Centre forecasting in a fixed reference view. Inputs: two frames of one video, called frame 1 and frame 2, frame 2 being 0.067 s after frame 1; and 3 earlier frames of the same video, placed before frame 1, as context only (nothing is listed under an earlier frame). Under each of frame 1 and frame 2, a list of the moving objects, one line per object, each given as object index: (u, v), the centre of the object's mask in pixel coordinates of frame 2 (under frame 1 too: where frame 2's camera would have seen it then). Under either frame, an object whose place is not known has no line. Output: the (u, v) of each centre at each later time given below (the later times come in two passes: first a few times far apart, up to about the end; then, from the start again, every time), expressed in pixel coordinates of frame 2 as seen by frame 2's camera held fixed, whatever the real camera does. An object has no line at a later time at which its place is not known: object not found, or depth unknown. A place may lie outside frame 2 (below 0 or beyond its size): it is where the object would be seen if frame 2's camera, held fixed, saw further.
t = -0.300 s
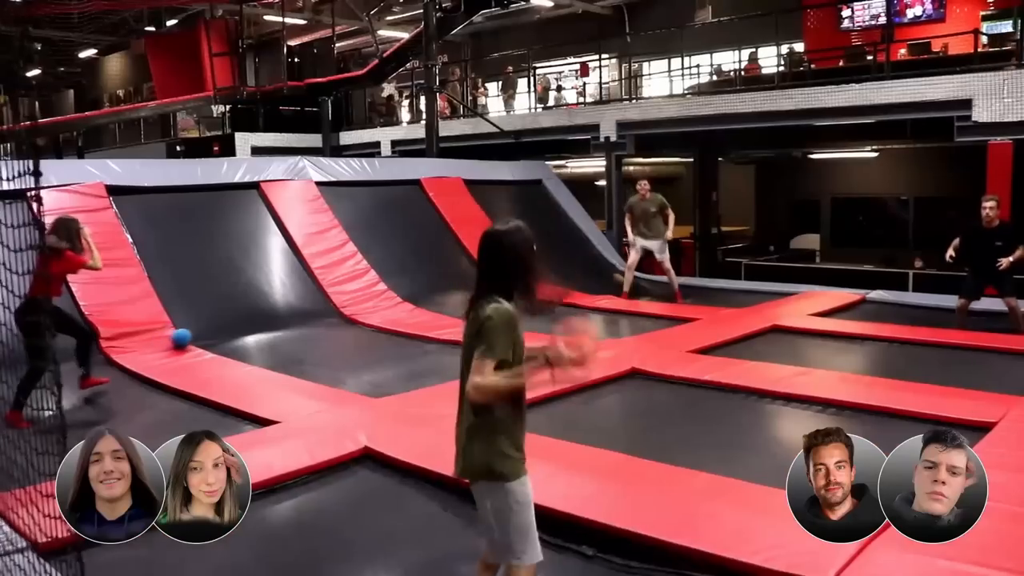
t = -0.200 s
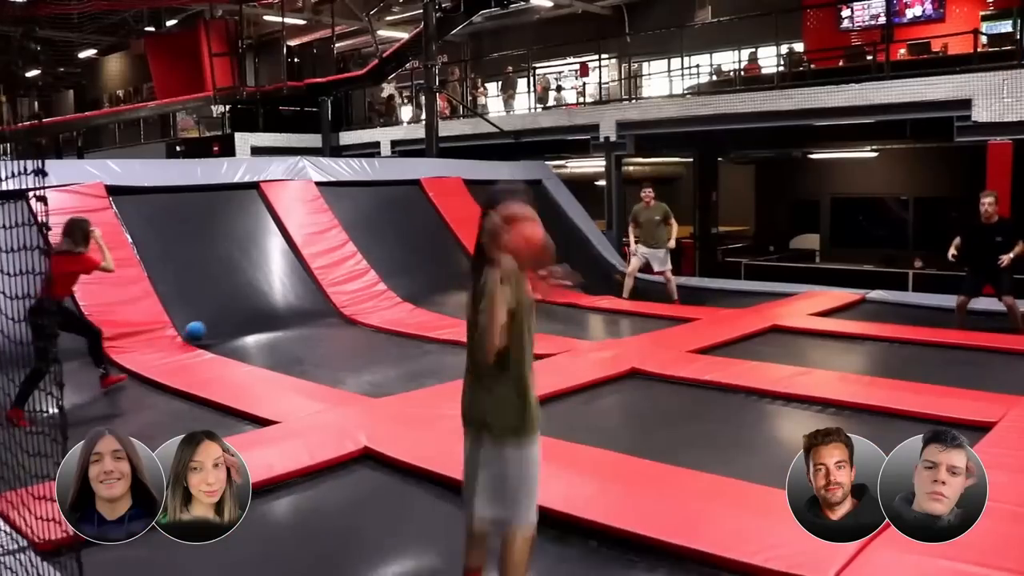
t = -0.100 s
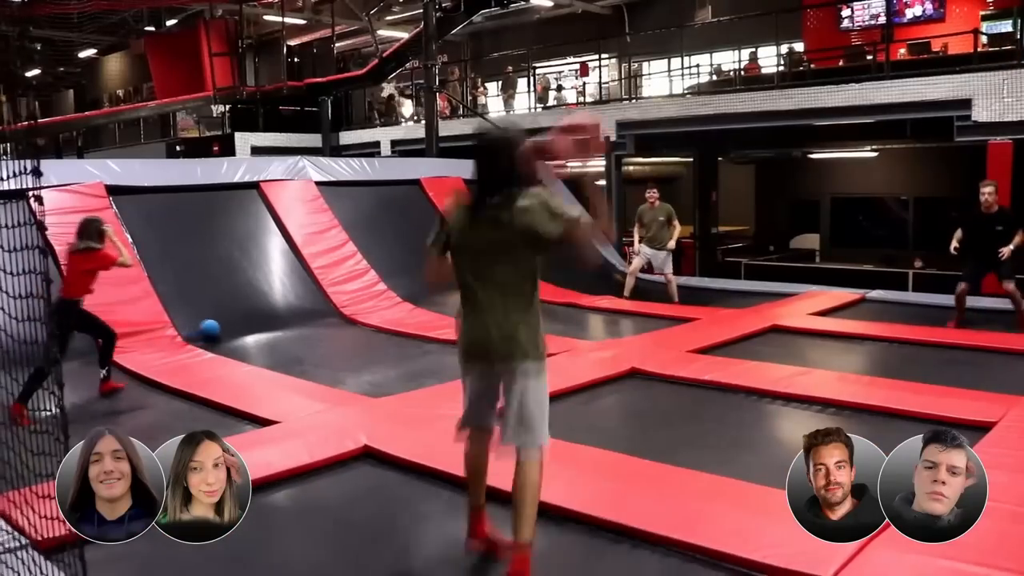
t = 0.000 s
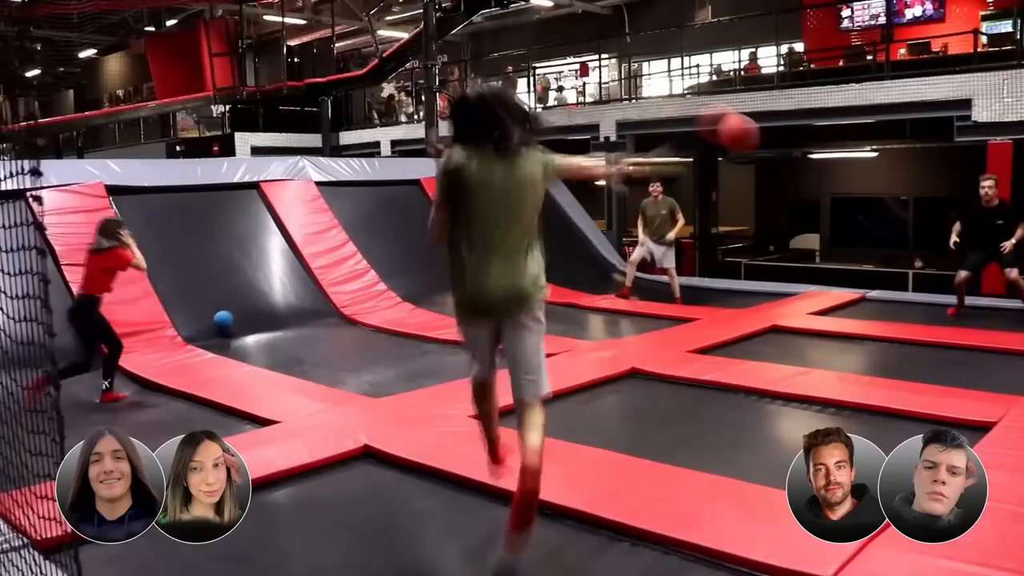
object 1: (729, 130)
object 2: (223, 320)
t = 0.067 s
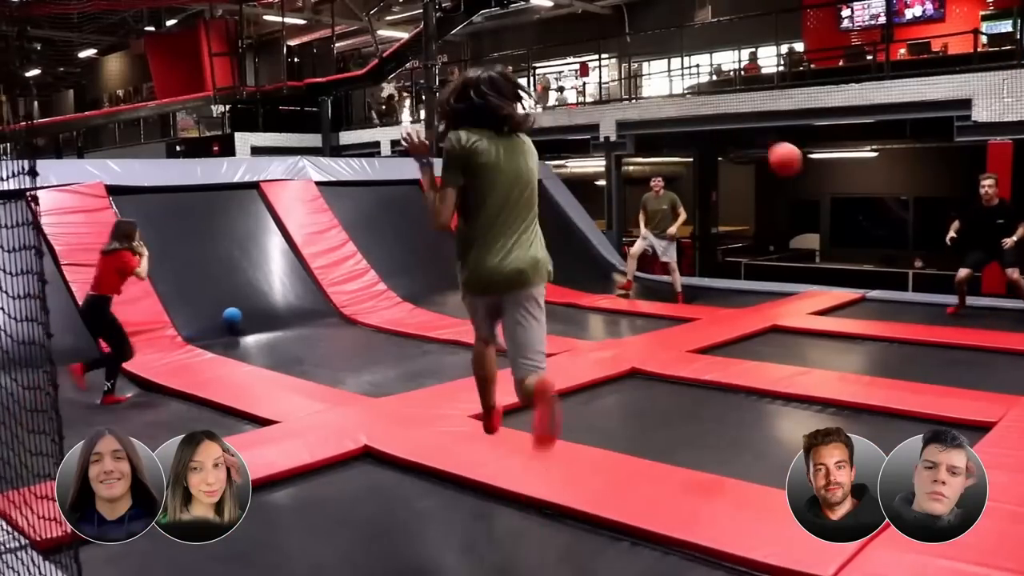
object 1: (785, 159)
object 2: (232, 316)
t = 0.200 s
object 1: (848, 205)
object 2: (251, 316)
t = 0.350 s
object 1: (891, 257)
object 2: (272, 316)
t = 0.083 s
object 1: (792, 162)
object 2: (234, 316)
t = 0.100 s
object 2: (236, 316)
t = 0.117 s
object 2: (239, 317)
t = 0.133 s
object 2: (241, 317)
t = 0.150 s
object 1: (828, 188)
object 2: (243, 318)
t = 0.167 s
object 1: (836, 195)
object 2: (246, 319)
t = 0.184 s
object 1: (842, 199)
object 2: (248, 317)
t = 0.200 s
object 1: (848, 205)
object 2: (251, 316)
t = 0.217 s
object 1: (855, 212)
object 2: (253, 315)
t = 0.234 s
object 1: (860, 217)
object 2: (255, 315)
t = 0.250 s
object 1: (865, 223)
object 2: (258, 314)
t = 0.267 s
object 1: (871, 230)
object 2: (261, 313)
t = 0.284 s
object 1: (875, 233)
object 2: (263, 314)
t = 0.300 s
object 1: (879, 239)
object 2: (265, 314)
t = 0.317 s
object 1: (884, 246)
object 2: (268, 315)
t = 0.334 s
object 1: (888, 252)
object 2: (270, 315)
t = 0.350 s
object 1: (891, 257)
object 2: (272, 316)
